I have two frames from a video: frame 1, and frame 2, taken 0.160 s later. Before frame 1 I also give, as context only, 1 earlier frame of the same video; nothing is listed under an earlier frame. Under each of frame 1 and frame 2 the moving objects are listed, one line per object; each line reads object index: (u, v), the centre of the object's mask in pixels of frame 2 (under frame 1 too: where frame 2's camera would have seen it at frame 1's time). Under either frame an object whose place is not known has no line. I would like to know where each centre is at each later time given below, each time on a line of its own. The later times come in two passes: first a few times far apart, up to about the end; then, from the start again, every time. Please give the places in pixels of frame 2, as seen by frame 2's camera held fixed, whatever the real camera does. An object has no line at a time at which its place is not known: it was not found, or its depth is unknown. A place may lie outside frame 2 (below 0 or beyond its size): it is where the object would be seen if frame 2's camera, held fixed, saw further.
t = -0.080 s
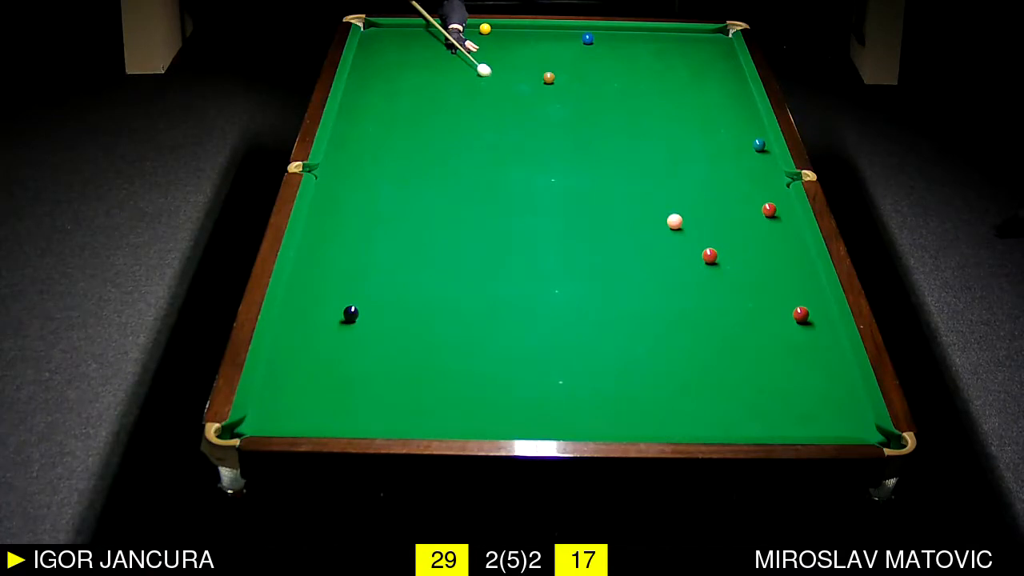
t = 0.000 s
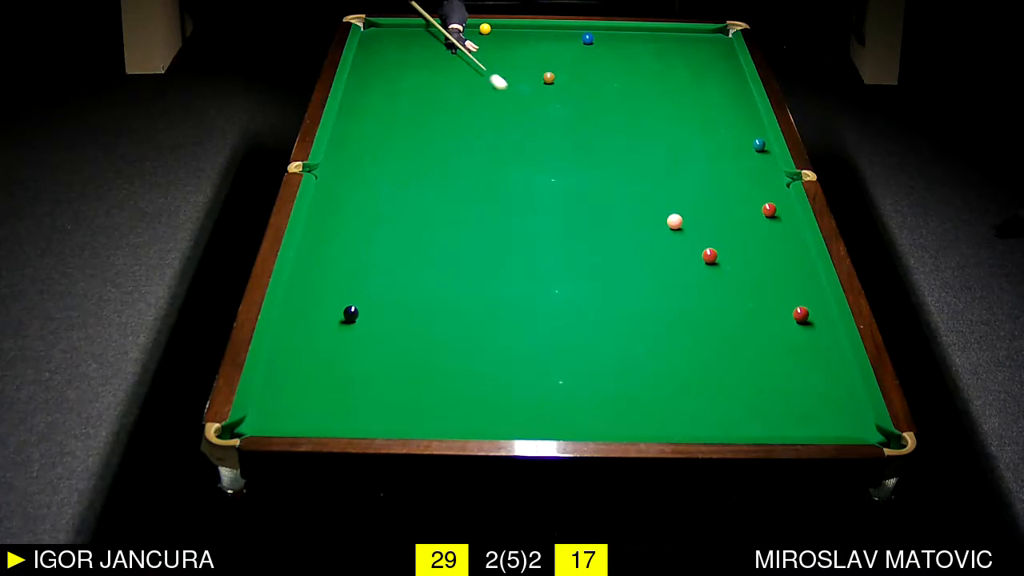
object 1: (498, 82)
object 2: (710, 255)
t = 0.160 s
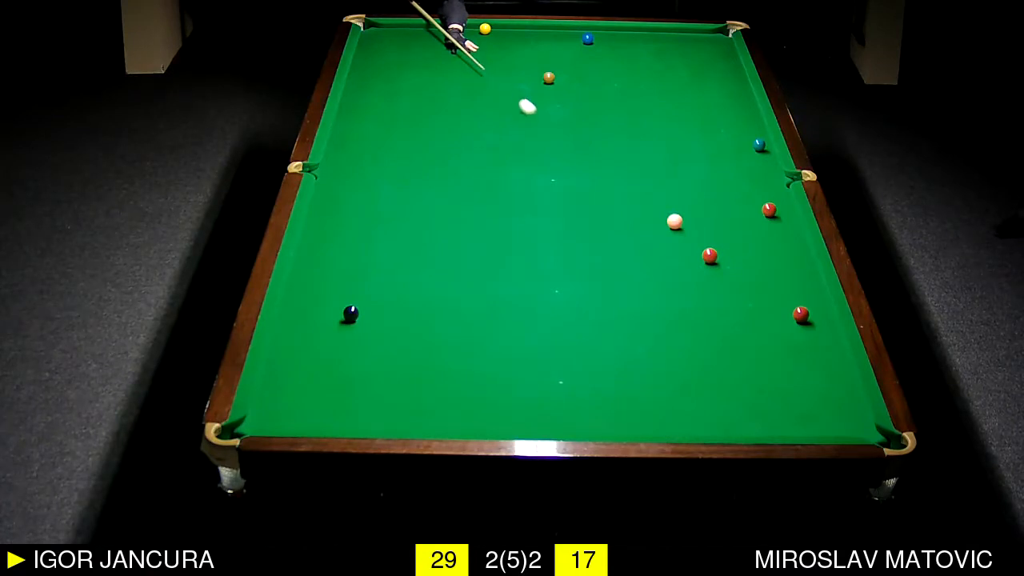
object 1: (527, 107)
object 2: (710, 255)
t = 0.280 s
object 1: (548, 125)
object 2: (710, 255)
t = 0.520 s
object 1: (594, 165)
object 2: (710, 255)
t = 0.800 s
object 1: (654, 217)
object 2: (710, 255)
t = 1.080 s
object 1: (694, 273)
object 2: (735, 259)
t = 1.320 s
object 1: (702, 321)
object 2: (780, 266)
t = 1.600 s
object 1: (712, 385)
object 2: (800, 272)
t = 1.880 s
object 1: (712, 409)
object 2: (771, 276)
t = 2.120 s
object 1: (699, 371)
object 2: (747, 280)
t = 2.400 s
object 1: (686, 332)
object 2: (721, 283)
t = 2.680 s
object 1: (674, 297)
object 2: (698, 287)
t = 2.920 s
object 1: (665, 270)
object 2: (678, 289)
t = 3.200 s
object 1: (655, 243)
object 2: (658, 292)
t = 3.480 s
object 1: (646, 218)
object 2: (640, 295)
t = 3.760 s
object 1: (638, 195)
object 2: (623, 297)
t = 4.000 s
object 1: (632, 177)
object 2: (611, 298)
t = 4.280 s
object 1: (625, 158)
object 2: (599, 300)
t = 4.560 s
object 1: (619, 142)
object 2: (589, 301)
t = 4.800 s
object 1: (614, 129)
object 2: (582, 302)
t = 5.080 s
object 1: (609, 115)
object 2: (576, 303)
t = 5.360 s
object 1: (605, 103)
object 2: (573, 304)
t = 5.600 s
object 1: (601, 93)
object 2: (571, 305)
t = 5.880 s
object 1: (597, 83)
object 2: (571, 305)
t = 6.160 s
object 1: (594, 74)
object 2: (572, 304)
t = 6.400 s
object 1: (591, 67)
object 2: (572, 304)
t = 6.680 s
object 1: (588, 59)
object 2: (572, 304)
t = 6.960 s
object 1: (585, 52)
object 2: (572, 304)
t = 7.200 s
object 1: (583, 47)
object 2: (572, 304)
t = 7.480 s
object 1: (580, 41)
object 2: (572, 304)
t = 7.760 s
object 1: (574, 38)
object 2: (572, 304)
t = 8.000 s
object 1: (570, 36)
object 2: (572, 304)
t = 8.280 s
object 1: (565, 33)
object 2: (572, 305)
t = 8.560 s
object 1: (561, 32)
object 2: (572, 304)
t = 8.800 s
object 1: (559, 31)
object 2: (572, 305)
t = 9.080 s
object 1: (557, 30)
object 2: (572, 305)
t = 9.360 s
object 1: (557, 30)
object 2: (572, 305)
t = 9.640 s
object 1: (557, 30)
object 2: (572, 305)
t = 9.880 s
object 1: (557, 30)
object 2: (572, 305)
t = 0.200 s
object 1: (534, 113)
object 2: (710, 255)
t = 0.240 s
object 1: (541, 119)
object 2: (710, 255)
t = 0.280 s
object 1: (548, 125)
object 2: (710, 255)
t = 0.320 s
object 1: (555, 131)
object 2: (710, 255)
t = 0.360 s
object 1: (563, 138)
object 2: (710, 255)
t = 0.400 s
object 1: (571, 145)
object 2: (710, 255)
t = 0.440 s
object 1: (578, 151)
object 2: (710, 255)
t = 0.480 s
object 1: (586, 158)
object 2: (710, 255)
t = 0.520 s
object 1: (594, 165)
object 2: (710, 255)
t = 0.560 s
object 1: (602, 172)
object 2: (710, 255)
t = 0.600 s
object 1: (610, 179)
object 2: (710, 255)
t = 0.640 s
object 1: (619, 187)
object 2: (710, 255)
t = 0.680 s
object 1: (627, 194)
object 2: (710, 255)
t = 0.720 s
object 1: (636, 202)
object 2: (710, 255)
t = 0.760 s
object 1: (645, 210)
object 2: (710, 255)
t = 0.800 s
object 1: (654, 217)
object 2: (710, 255)
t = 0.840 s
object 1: (662, 225)
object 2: (710, 255)
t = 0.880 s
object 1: (672, 234)
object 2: (710, 255)
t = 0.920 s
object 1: (682, 242)
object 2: (709, 255)
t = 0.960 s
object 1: (691, 250)
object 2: (710, 255)
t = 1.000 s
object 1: (693, 258)
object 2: (717, 256)
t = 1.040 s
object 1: (693, 265)
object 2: (727, 257)
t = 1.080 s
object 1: (694, 273)
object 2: (735, 259)
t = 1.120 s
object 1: (695, 280)
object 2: (743, 260)
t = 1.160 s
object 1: (696, 288)
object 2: (751, 261)
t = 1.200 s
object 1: (698, 296)
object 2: (758, 263)
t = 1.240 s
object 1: (699, 305)
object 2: (766, 263)
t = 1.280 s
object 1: (700, 313)
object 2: (773, 264)
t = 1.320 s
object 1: (702, 321)
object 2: (780, 266)
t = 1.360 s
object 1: (703, 330)
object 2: (788, 267)
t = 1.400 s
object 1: (704, 338)
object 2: (795, 268)
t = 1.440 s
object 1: (706, 348)
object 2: (802, 269)
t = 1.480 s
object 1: (707, 357)
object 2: (809, 270)
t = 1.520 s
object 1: (709, 366)
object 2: (809, 271)
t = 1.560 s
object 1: (710, 375)
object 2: (804, 271)
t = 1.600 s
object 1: (712, 385)
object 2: (800, 272)
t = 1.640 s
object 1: (713, 394)
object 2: (796, 273)
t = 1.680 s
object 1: (715, 404)
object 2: (791, 273)
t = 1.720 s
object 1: (716, 415)
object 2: (788, 274)
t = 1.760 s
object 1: (717, 424)
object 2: (783, 274)
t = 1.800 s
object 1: (717, 425)
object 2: (779, 275)
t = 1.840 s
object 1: (714, 417)
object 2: (775, 276)
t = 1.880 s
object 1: (712, 409)
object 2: (771, 276)
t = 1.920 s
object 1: (709, 402)
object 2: (767, 277)
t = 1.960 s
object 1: (707, 395)
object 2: (763, 277)
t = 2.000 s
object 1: (705, 389)
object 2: (759, 278)
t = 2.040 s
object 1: (703, 383)
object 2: (755, 279)
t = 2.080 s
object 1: (701, 377)
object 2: (751, 279)
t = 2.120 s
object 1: (699, 371)
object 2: (747, 280)
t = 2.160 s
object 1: (697, 365)
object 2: (743, 280)
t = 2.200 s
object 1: (695, 360)
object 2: (740, 280)
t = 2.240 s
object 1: (693, 354)
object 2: (736, 281)
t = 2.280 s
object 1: (692, 348)
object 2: (732, 282)
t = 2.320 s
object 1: (690, 343)
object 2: (729, 282)
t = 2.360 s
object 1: (688, 338)
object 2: (725, 283)
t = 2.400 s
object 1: (686, 332)
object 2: (721, 283)
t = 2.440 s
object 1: (684, 327)
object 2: (718, 284)
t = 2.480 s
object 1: (683, 322)
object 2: (714, 284)
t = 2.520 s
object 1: (681, 317)
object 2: (711, 285)
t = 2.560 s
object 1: (679, 312)
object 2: (708, 285)
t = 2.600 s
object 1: (678, 307)
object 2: (704, 286)
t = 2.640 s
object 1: (676, 302)
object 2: (701, 286)
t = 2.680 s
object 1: (674, 297)
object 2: (698, 287)
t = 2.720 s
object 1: (673, 293)
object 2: (694, 287)
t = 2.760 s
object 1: (671, 288)
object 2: (691, 288)
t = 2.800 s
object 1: (669, 283)
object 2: (688, 288)
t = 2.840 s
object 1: (668, 279)
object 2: (685, 289)
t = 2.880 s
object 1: (666, 275)
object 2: (681, 289)
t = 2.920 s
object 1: (665, 270)
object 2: (678, 289)
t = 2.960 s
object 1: (663, 266)
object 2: (675, 290)
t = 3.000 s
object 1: (662, 262)
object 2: (672, 290)
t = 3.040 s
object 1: (660, 258)
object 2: (669, 291)
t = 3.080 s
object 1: (659, 254)
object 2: (667, 291)
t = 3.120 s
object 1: (658, 250)
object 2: (664, 292)
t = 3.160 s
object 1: (656, 246)
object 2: (661, 292)
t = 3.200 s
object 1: (655, 243)
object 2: (658, 292)
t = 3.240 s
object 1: (654, 239)
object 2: (655, 293)
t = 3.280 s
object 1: (653, 235)
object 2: (653, 293)
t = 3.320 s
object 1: (651, 231)
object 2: (650, 294)
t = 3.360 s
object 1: (650, 228)
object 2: (647, 294)
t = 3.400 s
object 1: (649, 225)
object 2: (645, 294)
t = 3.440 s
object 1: (647, 221)
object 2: (642, 295)
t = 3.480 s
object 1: (646, 218)
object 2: (640, 295)
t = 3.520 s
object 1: (645, 214)
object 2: (637, 295)
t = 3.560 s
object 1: (644, 211)
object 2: (635, 296)
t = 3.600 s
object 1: (643, 208)
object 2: (632, 296)
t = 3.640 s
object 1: (641, 204)
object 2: (630, 296)
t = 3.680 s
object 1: (640, 201)
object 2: (628, 297)
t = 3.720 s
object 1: (639, 198)
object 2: (625, 297)
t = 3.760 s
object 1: (638, 195)
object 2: (623, 297)
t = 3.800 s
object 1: (637, 192)
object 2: (621, 297)
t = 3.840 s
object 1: (636, 189)
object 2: (619, 297)
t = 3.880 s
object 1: (635, 186)
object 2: (617, 298)
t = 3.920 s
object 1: (634, 183)
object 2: (615, 298)
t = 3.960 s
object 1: (633, 180)
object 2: (613, 298)
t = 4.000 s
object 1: (632, 177)
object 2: (611, 298)
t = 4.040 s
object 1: (631, 175)
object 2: (609, 299)
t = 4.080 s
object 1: (630, 172)
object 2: (608, 299)
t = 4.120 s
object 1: (629, 169)
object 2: (606, 299)
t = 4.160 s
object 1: (628, 166)
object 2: (604, 299)
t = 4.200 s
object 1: (627, 164)
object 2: (602, 300)
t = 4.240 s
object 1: (626, 161)
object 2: (601, 300)
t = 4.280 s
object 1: (625, 158)
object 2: (599, 300)
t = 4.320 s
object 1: (624, 156)
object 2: (597, 300)
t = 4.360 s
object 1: (624, 154)
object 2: (596, 300)
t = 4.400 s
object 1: (623, 151)
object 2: (594, 300)
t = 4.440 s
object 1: (622, 149)
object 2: (593, 301)
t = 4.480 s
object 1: (621, 146)
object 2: (591, 301)
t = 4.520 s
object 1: (620, 144)
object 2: (590, 301)
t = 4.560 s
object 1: (619, 142)
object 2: (589, 301)
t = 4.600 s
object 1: (618, 140)
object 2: (587, 301)
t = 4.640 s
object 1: (618, 138)
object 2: (586, 302)
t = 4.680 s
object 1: (617, 135)
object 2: (585, 302)
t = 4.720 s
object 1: (616, 133)
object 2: (584, 302)
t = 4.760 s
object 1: (615, 131)
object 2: (583, 302)
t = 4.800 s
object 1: (614, 129)
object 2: (582, 302)
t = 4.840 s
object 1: (614, 127)
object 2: (581, 303)
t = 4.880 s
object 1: (613, 125)
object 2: (580, 303)
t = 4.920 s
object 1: (612, 123)
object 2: (579, 303)
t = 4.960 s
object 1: (611, 121)
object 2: (578, 303)
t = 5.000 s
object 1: (610, 119)
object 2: (578, 303)
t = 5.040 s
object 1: (610, 117)
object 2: (577, 303)
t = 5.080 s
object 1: (609, 115)
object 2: (576, 303)
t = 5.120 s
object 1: (608, 113)
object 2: (576, 304)
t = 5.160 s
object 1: (608, 112)
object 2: (575, 304)
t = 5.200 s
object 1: (607, 110)
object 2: (574, 304)
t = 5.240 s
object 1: (607, 108)
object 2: (574, 304)
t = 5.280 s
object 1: (606, 106)
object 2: (573, 304)
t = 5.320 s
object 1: (605, 105)
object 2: (573, 304)
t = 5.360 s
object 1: (605, 103)
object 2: (573, 304)
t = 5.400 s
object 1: (604, 101)
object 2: (572, 304)
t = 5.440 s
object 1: (604, 100)
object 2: (572, 304)
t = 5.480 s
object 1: (603, 98)
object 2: (572, 304)
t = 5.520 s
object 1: (602, 97)
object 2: (571, 304)
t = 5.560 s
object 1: (602, 95)
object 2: (571, 304)
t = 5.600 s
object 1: (601, 93)
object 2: (571, 305)
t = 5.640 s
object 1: (601, 92)
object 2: (571, 305)
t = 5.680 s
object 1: (600, 91)
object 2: (571, 305)
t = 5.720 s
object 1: (600, 89)
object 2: (571, 305)
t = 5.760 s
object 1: (599, 88)
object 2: (571, 305)
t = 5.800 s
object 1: (598, 86)
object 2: (571, 305)
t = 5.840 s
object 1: (598, 85)
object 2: (571, 305)
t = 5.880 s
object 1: (597, 83)
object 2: (571, 305)
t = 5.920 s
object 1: (597, 82)
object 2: (571, 304)
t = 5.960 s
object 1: (596, 80)
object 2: (571, 304)
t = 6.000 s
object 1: (596, 79)
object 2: (572, 304)
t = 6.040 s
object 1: (595, 78)
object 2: (572, 304)
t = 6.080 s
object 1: (595, 76)
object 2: (572, 304)
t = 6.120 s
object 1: (594, 75)
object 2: (572, 304)
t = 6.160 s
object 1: (594, 74)
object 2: (572, 304)
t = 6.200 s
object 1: (594, 73)
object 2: (572, 304)
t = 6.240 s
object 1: (593, 71)
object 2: (572, 304)
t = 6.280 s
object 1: (593, 70)
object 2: (572, 304)
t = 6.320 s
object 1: (592, 69)
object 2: (572, 304)
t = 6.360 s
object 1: (592, 68)
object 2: (572, 304)
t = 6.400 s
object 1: (591, 67)
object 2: (572, 304)
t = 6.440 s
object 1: (590, 66)
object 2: (572, 304)
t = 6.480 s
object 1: (590, 64)
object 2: (572, 304)
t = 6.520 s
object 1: (590, 63)
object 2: (572, 304)
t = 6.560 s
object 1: (589, 62)
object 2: (572, 304)
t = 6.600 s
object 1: (589, 61)
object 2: (572, 304)
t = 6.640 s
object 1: (588, 60)
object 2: (572, 304)
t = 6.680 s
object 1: (588, 59)
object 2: (572, 304)
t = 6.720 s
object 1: (587, 58)
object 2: (572, 304)
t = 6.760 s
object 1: (587, 57)
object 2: (572, 304)
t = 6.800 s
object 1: (587, 56)
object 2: (572, 304)
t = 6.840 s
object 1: (586, 55)
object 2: (572, 304)
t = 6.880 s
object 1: (586, 54)
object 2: (572, 304)
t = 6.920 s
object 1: (585, 53)
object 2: (572, 304)
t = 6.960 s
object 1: (585, 52)
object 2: (572, 304)
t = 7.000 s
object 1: (584, 51)
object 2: (572, 304)
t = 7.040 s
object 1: (584, 51)
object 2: (572, 304)
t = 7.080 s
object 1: (584, 50)
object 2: (572, 304)
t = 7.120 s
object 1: (583, 49)
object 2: (572, 304)
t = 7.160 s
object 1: (583, 48)
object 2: (572, 304)
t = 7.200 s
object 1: (583, 47)
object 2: (572, 304)
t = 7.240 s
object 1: (582, 46)
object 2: (572, 304)
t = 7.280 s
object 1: (582, 45)
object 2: (572, 304)
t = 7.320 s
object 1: (581, 44)
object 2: (572, 304)
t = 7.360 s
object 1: (581, 43)
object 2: (572, 305)
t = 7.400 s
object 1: (581, 43)
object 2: (572, 304)
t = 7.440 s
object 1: (580, 42)
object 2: (572, 304)
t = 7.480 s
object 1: (580, 41)
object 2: (572, 304)
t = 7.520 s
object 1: (580, 40)
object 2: (572, 305)
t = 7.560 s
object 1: (579, 40)
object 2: (572, 305)
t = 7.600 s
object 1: (578, 39)
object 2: (572, 305)
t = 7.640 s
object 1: (577, 39)
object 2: (572, 304)
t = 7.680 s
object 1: (576, 39)
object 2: (572, 304)
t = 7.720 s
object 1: (575, 38)
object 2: (572, 305)
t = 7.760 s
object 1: (574, 38)
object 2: (572, 304)
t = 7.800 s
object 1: (574, 37)
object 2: (572, 305)
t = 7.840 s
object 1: (572, 37)
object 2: (572, 305)
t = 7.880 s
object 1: (572, 37)
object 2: (572, 305)
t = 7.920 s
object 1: (571, 36)
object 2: (572, 305)
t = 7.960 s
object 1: (570, 36)
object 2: (572, 305)
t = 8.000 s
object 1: (570, 36)
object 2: (572, 304)
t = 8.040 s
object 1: (569, 35)
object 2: (572, 305)
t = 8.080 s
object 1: (568, 35)
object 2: (572, 305)
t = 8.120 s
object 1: (567, 35)
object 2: (572, 304)
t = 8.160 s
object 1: (567, 34)
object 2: (572, 305)
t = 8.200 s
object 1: (566, 34)
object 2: (572, 305)
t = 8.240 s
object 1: (566, 34)
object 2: (572, 305)
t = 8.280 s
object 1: (565, 33)
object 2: (572, 305)
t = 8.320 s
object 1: (564, 33)
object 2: (572, 304)
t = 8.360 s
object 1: (564, 33)
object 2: (572, 305)
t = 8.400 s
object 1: (563, 33)
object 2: (572, 304)
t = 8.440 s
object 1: (563, 32)
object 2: (572, 304)
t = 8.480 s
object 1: (562, 32)
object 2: (572, 304)
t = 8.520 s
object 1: (562, 32)
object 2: (572, 304)
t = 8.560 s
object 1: (561, 32)
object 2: (572, 304)
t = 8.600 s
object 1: (561, 32)
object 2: (572, 304)
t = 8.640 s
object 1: (561, 31)
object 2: (572, 305)
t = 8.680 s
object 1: (560, 31)
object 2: (572, 305)
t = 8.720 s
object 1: (560, 31)
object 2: (572, 304)
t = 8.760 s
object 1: (559, 31)
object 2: (572, 305)
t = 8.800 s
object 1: (559, 31)
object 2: (572, 305)
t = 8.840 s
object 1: (559, 31)
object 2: (572, 305)
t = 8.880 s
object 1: (558, 31)
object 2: (572, 305)
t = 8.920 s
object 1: (558, 31)
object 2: (572, 305)
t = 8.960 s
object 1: (558, 30)
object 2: (572, 305)
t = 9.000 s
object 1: (558, 30)
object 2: (572, 305)
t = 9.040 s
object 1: (557, 30)
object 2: (572, 305)
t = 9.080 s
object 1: (557, 30)
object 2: (572, 305)
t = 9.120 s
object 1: (557, 30)
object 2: (572, 305)
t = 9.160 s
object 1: (557, 30)
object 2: (572, 305)
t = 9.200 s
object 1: (557, 30)
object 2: (572, 305)
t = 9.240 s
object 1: (557, 30)
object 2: (572, 305)
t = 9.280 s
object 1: (557, 30)
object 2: (572, 305)
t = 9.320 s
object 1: (557, 30)
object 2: (572, 305)
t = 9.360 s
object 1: (557, 30)
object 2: (572, 305)
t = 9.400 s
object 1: (557, 30)
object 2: (572, 305)
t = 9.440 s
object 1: (557, 30)
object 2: (572, 305)
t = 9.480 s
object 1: (557, 30)
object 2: (572, 305)
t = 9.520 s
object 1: (557, 30)
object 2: (572, 305)
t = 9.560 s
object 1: (557, 30)
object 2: (572, 305)
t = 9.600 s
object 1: (557, 30)
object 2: (572, 305)
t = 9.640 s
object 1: (557, 30)
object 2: (572, 305)
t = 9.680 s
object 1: (557, 30)
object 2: (572, 305)
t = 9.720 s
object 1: (557, 30)
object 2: (572, 305)
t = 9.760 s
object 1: (557, 30)
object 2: (572, 305)
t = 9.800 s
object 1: (557, 30)
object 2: (572, 305)
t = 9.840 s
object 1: (557, 30)
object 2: (572, 305)
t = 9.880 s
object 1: (557, 30)
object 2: (572, 305)
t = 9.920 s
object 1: (557, 30)
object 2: (572, 305)
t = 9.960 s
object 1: (557, 30)
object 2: (572, 305)
